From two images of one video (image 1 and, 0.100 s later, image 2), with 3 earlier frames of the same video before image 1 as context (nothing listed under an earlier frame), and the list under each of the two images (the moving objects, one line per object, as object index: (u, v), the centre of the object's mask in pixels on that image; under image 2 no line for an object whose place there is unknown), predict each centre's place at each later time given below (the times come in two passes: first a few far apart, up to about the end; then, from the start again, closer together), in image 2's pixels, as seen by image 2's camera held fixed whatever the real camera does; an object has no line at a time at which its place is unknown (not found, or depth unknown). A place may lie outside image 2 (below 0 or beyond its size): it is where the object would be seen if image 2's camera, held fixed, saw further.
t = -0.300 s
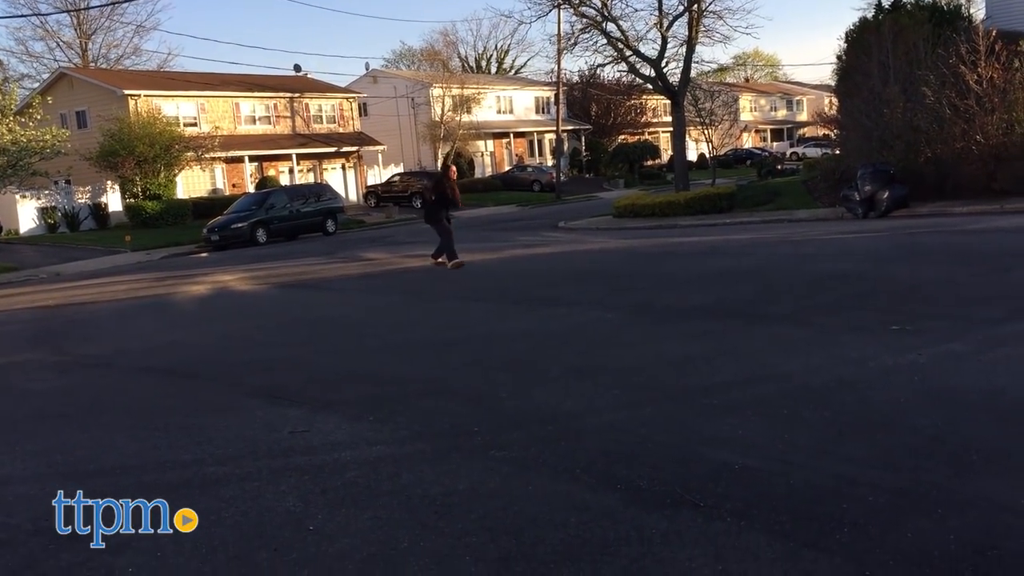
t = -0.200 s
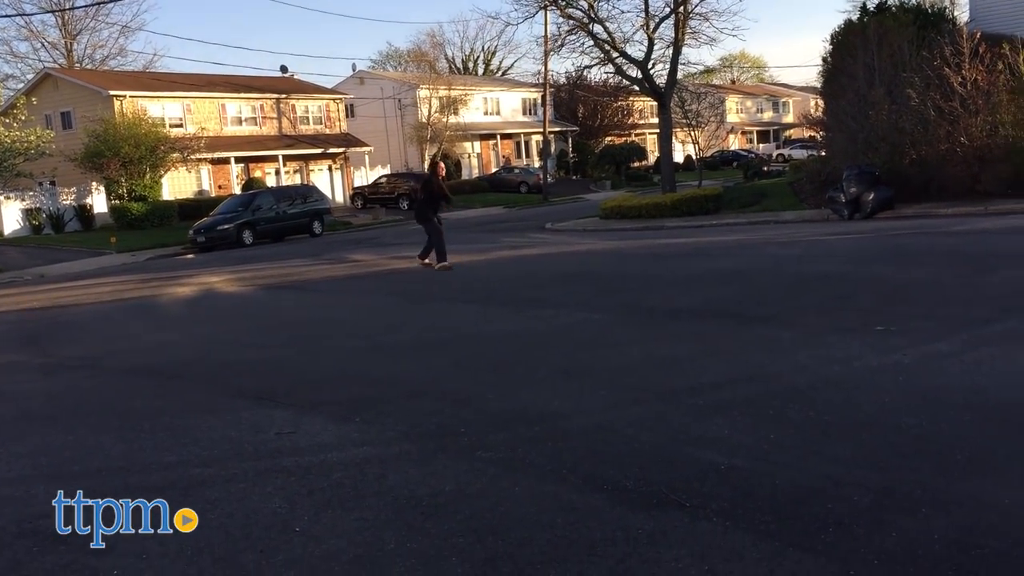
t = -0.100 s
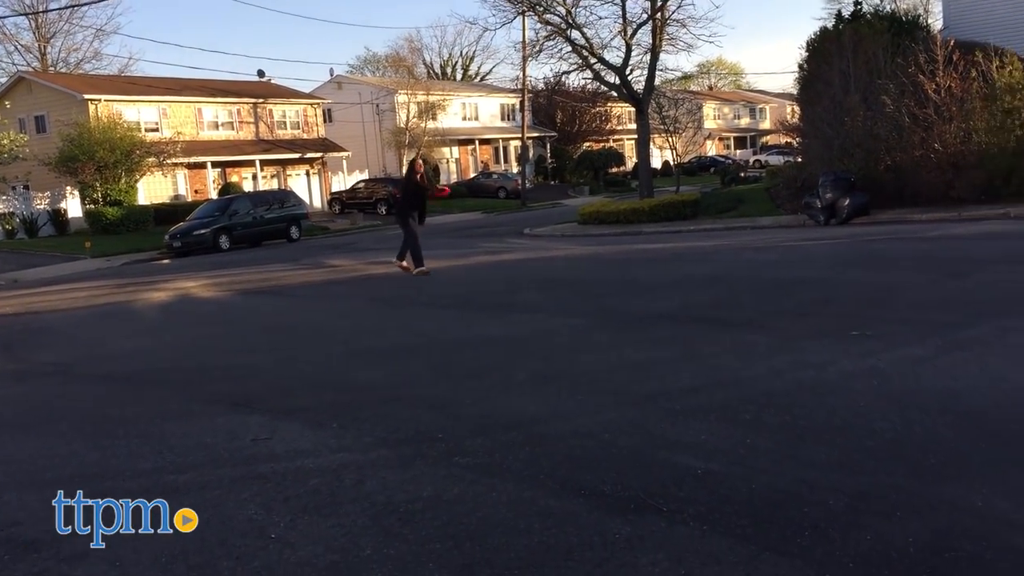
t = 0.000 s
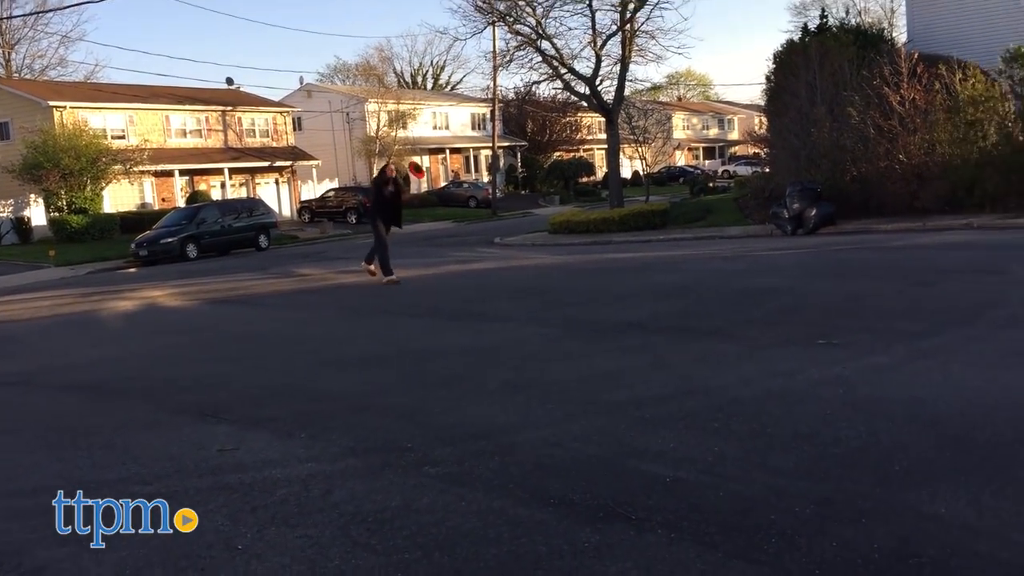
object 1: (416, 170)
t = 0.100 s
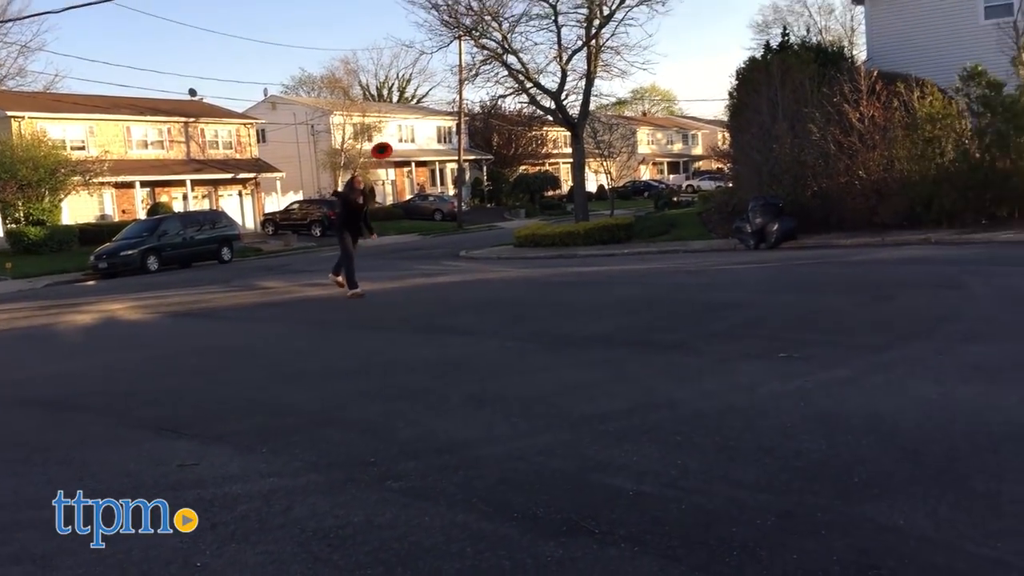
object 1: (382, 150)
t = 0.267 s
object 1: (383, 101)
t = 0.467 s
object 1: (388, 56)
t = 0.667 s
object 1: (399, 29)
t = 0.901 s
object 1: (432, 29)
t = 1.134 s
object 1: (504, 88)
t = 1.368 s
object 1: (641, 249)
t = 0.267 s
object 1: (383, 101)
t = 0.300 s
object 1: (383, 92)
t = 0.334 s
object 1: (384, 84)
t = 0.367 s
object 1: (385, 76)
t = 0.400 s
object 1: (386, 69)
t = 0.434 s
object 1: (388, 63)
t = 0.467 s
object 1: (388, 56)
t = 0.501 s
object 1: (390, 50)
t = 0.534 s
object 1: (392, 45)
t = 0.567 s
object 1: (394, 41)
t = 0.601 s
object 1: (395, 36)
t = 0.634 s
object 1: (396, 32)
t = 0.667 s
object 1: (399, 29)
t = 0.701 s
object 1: (403, 27)
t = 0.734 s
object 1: (406, 26)
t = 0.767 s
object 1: (410, 24)
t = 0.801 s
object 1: (414, 24)
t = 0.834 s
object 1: (420, 24)
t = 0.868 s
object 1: (426, 26)
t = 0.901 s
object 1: (432, 29)
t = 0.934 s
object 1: (439, 32)
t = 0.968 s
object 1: (447, 38)
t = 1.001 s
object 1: (456, 45)
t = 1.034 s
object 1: (466, 53)
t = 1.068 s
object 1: (478, 63)
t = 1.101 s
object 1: (490, 74)
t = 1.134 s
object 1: (504, 88)
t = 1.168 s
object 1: (518, 105)
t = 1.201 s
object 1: (535, 122)
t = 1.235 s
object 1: (552, 142)
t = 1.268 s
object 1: (572, 165)
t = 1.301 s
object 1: (592, 191)
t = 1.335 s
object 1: (614, 219)
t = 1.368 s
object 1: (641, 249)
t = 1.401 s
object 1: (668, 283)
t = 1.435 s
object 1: (695, 320)
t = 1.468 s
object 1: (724, 360)
